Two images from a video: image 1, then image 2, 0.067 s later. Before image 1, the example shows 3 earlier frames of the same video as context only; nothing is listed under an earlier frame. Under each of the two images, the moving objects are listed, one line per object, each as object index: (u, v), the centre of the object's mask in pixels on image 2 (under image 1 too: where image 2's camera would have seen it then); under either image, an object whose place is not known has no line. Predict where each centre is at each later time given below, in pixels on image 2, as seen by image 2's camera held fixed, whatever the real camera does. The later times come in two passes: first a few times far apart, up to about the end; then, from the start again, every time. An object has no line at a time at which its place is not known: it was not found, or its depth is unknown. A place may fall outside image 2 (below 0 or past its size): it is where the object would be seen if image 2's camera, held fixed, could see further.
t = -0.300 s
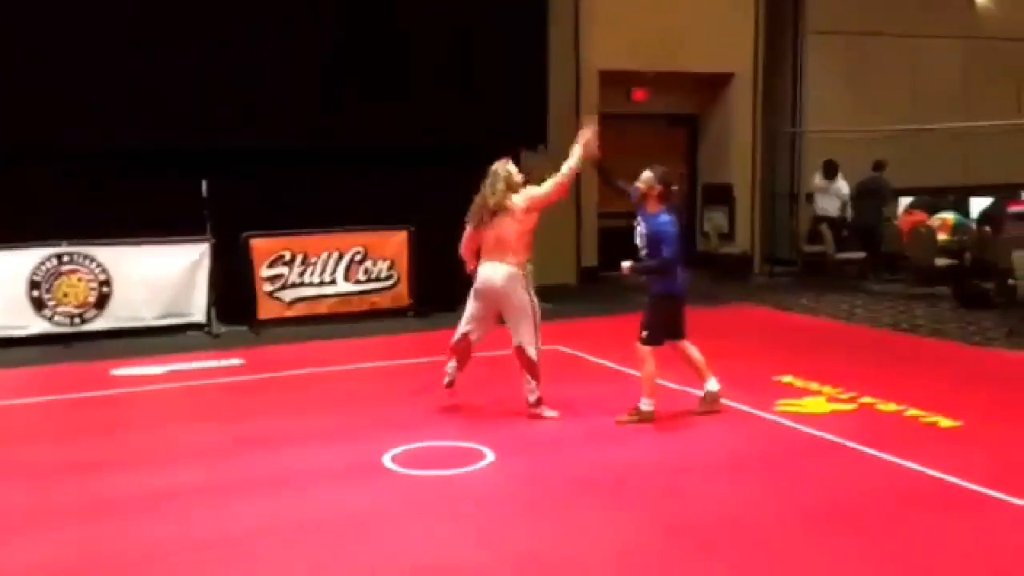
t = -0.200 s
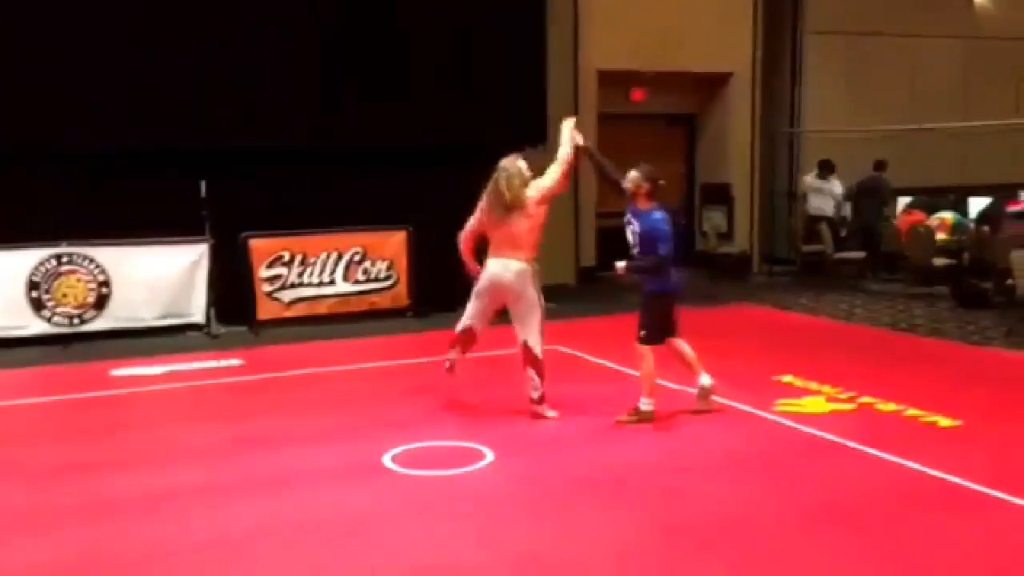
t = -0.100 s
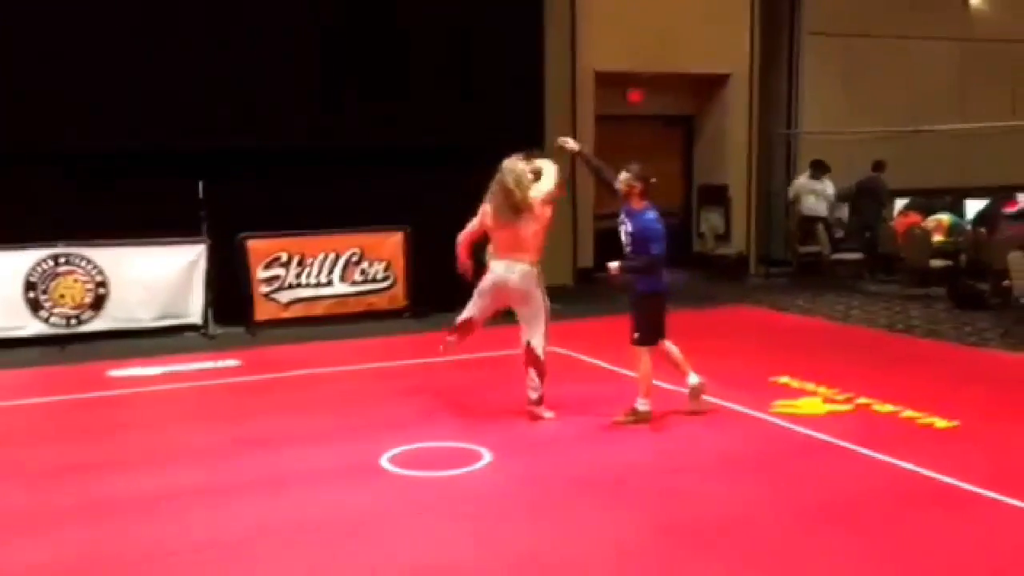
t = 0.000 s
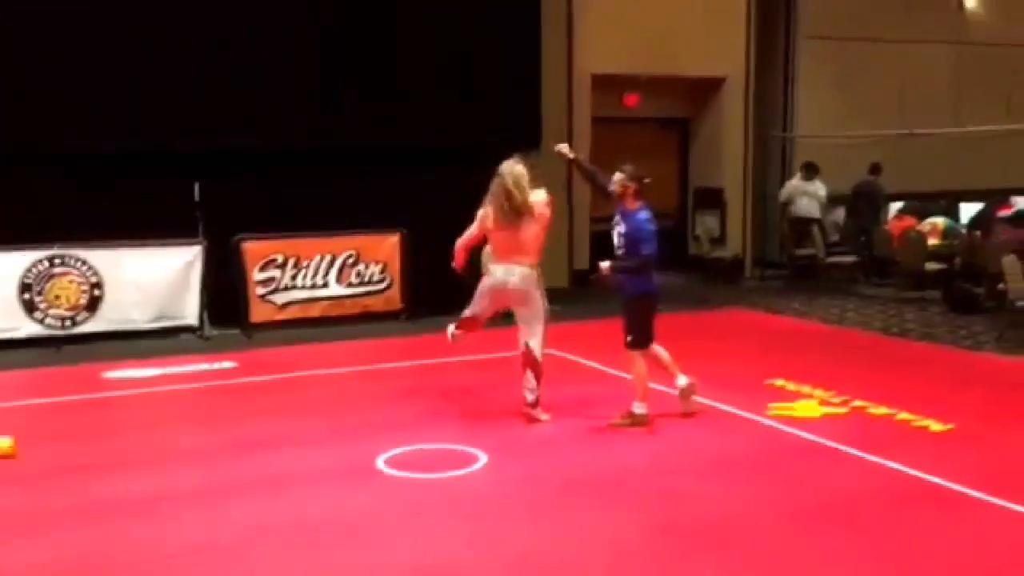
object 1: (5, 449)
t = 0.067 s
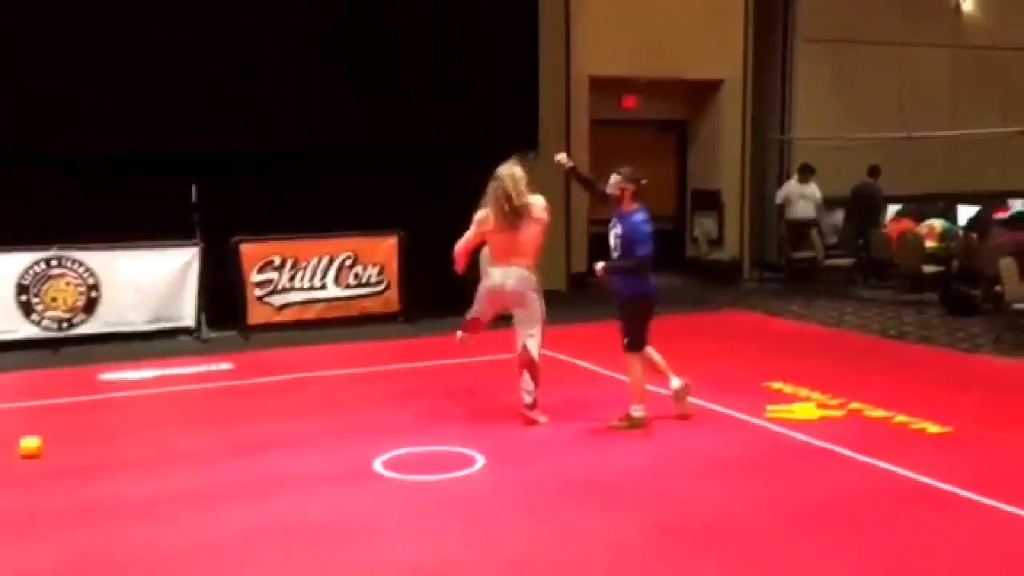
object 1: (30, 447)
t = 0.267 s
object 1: (120, 441)
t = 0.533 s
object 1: (230, 434)
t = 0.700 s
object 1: (292, 429)
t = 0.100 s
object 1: (46, 446)
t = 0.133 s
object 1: (61, 445)
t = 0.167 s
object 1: (76, 444)
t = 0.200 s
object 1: (90, 443)
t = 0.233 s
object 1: (105, 441)
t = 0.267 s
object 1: (120, 441)
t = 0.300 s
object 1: (134, 440)
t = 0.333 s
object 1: (148, 439)
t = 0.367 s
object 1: (162, 438)
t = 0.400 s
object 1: (176, 438)
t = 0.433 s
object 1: (189, 437)
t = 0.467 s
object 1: (203, 436)
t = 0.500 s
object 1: (217, 435)
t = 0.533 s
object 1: (230, 434)
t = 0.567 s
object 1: (242, 433)
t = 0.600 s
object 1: (254, 432)
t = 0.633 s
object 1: (267, 430)
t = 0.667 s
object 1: (279, 430)
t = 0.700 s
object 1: (292, 429)
